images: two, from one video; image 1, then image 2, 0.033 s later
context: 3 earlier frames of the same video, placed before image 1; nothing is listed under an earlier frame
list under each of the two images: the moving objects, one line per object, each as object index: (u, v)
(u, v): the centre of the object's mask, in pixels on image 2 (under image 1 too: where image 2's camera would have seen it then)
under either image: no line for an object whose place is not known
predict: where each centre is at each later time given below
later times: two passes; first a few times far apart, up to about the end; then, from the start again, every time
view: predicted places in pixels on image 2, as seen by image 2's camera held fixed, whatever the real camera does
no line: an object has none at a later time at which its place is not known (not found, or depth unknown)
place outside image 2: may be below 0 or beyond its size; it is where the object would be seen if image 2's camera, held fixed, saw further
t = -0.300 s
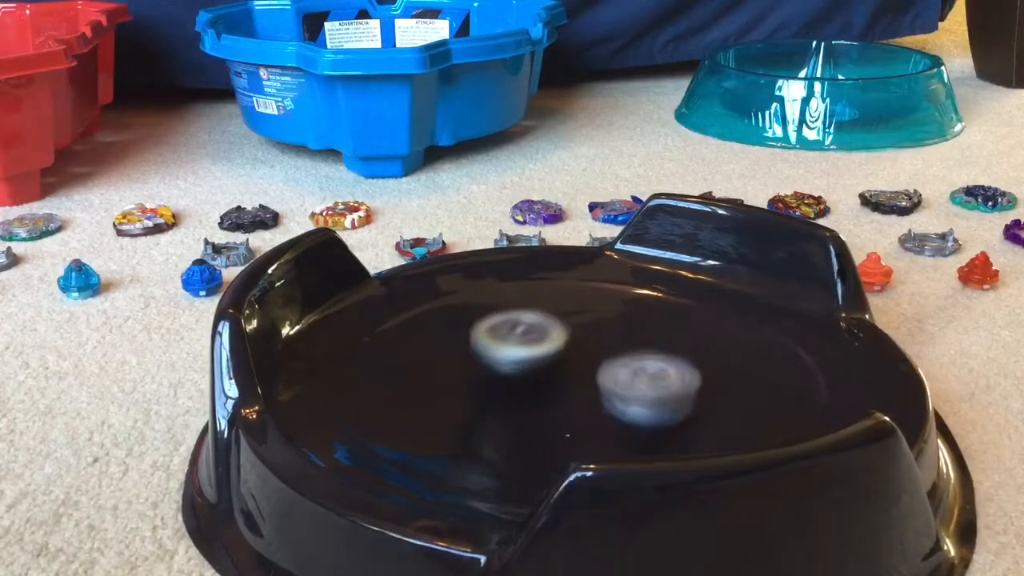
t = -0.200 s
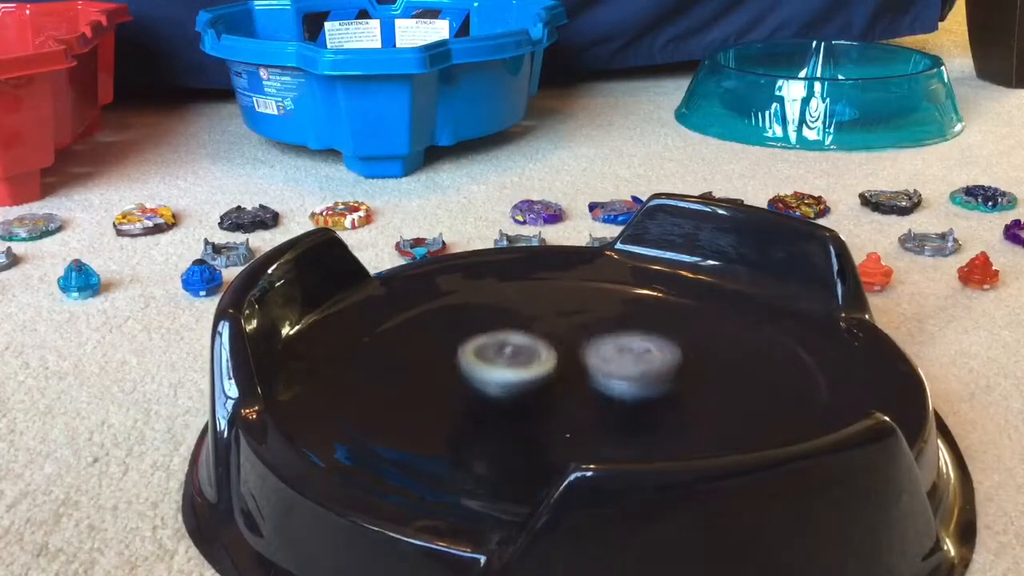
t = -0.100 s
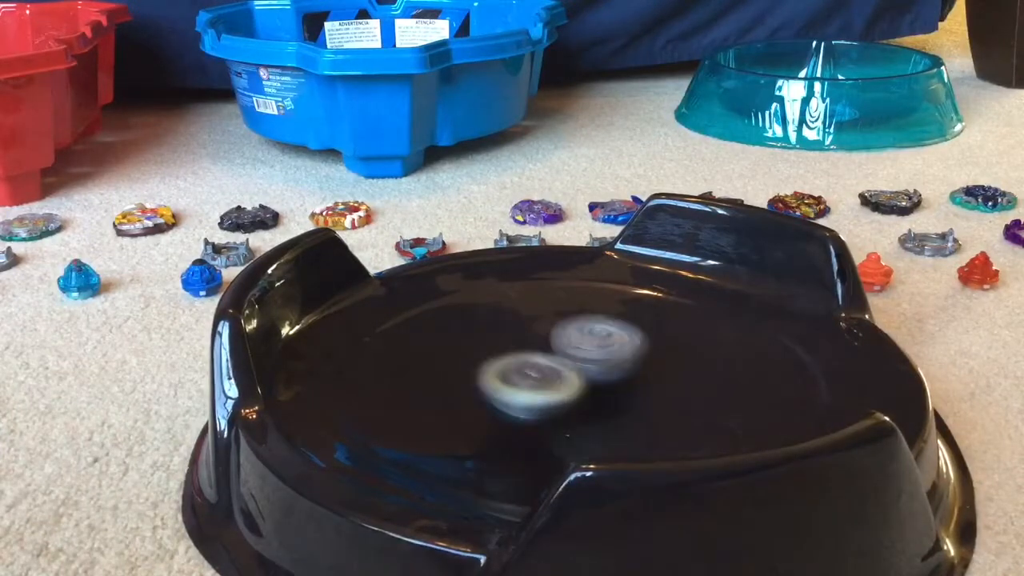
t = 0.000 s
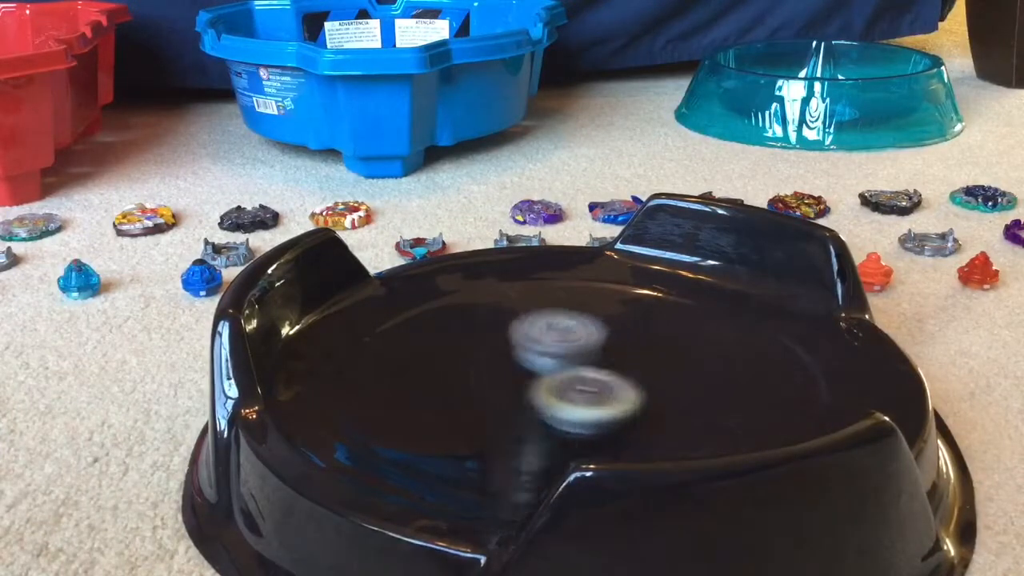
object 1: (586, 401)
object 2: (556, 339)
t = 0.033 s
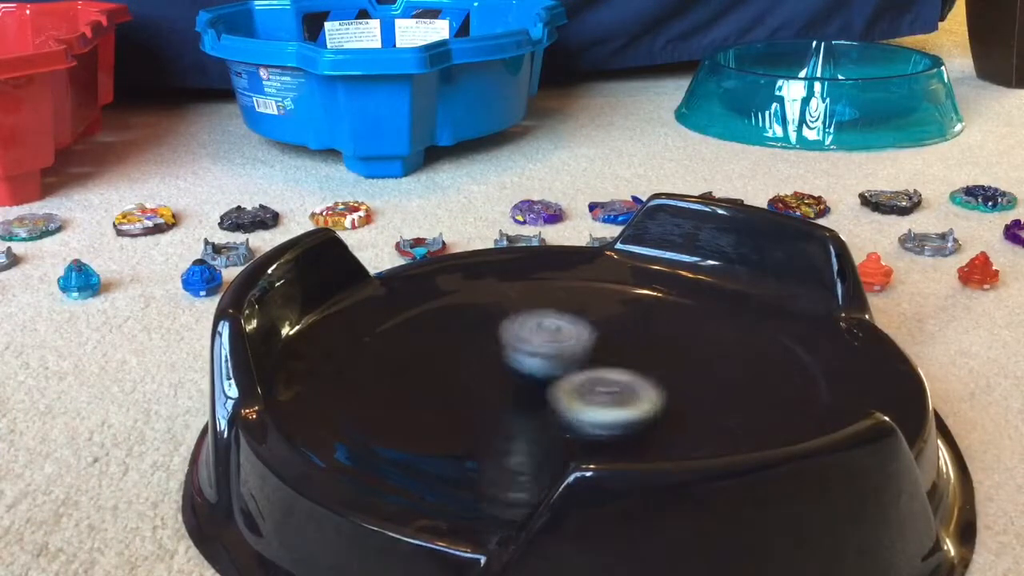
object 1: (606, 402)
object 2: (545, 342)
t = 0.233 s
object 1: (661, 366)
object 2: (502, 360)
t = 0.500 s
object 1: (586, 328)
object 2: (587, 394)
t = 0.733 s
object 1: (562, 351)
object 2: (659, 372)
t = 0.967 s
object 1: (538, 354)
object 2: (640, 339)
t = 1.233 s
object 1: (483, 377)
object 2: (694, 302)
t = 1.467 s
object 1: (587, 390)
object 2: (629, 342)
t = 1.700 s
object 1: (569, 404)
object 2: (638, 356)
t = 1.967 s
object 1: (572, 389)
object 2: (654, 340)
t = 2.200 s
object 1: (605, 394)
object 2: (605, 337)
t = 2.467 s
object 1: (573, 399)
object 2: (566, 335)
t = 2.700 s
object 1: (591, 397)
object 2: (558, 317)
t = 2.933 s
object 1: (605, 390)
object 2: (546, 300)
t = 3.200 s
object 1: (618, 384)
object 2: (568, 325)
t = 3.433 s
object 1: (605, 387)
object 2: (595, 334)
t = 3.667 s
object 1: (579, 389)
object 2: (626, 333)
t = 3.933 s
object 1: (577, 383)
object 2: (640, 330)
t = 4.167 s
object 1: (600, 385)
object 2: (636, 337)
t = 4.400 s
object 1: (588, 390)
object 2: (612, 336)
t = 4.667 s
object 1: (580, 388)
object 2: (587, 335)
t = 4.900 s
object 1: (594, 383)
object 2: (575, 332)
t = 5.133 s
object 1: (610, 386)
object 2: (570, 331)
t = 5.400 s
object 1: (605, 391)
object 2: (582, 336)
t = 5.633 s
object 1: (602, 390)
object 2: (595, 344)
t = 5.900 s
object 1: (591, 398)
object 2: (607, 341)
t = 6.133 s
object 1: (592, 395)
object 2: (606, 342)
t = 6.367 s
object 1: (600, 388)
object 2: (600, 336)
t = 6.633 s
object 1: (588, 390)
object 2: (620, 340)
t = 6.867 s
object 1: (590, 386)
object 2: (623, 340)
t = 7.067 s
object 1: (594, 385)
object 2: (610, 337)
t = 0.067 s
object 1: (625, 400)
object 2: (533, 343)
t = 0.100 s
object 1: (641, 395)
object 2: (521, 344)
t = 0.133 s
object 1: (654, 389)
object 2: (513, 347)
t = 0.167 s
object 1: (661, 381)
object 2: (507, 351)
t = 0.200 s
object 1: (663, 374)
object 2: (503, 355)
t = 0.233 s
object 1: (661, 366)
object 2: (502, 360)
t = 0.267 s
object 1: (655, 358)
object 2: (505, 365)
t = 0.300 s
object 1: (645, 351)
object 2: (512, 369)
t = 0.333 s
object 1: (633, 345)
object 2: (522, 375)
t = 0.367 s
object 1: (621, 340)
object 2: (534, 379)
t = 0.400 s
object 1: (610, 337)
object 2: (547, 383)
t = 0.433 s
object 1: (599, 333)
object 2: (561, 385)
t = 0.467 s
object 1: (591, 330)
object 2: (575, 390)
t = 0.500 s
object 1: (586, 328)
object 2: (587, 394)
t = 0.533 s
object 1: (581, 328)
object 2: (604, 396)
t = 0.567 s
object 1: (575, 329)
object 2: (619, 396)
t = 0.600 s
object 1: (571, 333)
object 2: (632, 394)
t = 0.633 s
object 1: (568, 337)
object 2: (643, 391)
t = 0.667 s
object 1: (565, 342)
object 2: (652, 385)
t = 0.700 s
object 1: (563, 346)
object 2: (658, 379)
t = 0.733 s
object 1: (562, 351)
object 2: (659, 372)
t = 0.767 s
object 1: (557, 354)
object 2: (661, 365)
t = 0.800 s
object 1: (549, 355)
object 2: (666, 359)
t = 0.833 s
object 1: (542, 355)
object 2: (665, 354)
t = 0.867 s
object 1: (538, 354)
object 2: (660, 349)
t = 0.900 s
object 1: (537, 353)
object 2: (653, 344)
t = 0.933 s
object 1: (541, 353)
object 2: (642, 341)
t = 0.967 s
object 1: (538, 354)
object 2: (640, 339)
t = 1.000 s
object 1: (514, 356)
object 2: (659, 333)
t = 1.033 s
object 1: (493, 357)
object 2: (675, 327)
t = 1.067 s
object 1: (478, 359)
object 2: (688, 321)
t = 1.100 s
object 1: (468, 362)
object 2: (695, 316)
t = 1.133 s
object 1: (463, 365)
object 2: (699, 311)
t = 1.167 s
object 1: (465, 368)
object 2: (700, 307)
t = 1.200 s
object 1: (472, 373)
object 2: (698, 304)
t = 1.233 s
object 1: (483, 377)
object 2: (694, 302)
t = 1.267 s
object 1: (497, 381)
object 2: (687, 302)
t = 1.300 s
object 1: (513, 385)
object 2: (677, 304)
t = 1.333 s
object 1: (529, 387)
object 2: (667, 309)
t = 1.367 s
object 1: (545, 388)
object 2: (656, 316)
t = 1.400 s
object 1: (561, 390)
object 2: (645, 326)
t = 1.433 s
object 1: (576, 390)
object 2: (635, 335)
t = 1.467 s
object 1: (587, 390)
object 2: (629, 342)
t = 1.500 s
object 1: (588, 394)
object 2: (628, 344)
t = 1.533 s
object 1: (583, 401)
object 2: (630, 346)
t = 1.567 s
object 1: (579, 406)
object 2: (631, 349)
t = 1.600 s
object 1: (575, 408)
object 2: (633, 351)
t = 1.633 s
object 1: (572, 408)
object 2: (634, 353)
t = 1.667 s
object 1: (569, 407)
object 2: (636, 355)
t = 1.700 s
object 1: (569, 404)
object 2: (638, 356)
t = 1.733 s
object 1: (571, 401)
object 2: (638, 358)
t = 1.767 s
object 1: (573, 396)
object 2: (639, 359)
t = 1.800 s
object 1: (571, 393)
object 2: (642, 358)
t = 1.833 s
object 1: (570, 391)
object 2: (645, 357)
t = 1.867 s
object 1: (567, 389)
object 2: (650, 354)
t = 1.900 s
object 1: (566, 389)
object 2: (654, 349)
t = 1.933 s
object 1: (568, 389)
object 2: (655, 344)
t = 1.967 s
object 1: (572, 389)
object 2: (654, 340)
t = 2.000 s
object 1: (577, 390)
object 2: (651, 337)
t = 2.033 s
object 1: (582, 391)
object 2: (645, 335)
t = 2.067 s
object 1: (588, 392)
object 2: (637, 335)
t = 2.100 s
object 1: (593, 393)
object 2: (629, 335)
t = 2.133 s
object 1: (598, 393)
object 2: (622, 336)
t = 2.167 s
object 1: (602, 393)
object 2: (614, 336)
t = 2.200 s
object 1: (605, 394)
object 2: (605, 337)
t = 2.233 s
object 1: (605, 394)
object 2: (596, 340)
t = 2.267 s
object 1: (602, 396)
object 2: (591, 340)
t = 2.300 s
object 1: (596, 401)
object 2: (586, 341)
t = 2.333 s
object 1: (590, 404)
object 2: (584, 341)
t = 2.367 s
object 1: (584, 405)
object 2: (582, 339)
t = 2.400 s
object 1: (579, 404)
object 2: (576, 337)
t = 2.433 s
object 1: (576, 401)
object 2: (571, 335)
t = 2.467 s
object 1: (573, 399)
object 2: (566, 335)
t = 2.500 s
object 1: (572, 395)
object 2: (562, 335)
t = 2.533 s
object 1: (572, 392)
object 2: (559, 334)
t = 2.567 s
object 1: (574, 387)
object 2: (556, 335)
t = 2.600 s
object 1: (578, 385)
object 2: (555, 334)
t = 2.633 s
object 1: (582, 389)
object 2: (556, 331)
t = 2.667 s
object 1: (586, 394)
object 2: (558, 327)
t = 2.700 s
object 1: (591, 397)
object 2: (558, 317)
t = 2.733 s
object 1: (595, 399)
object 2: (557, 311)
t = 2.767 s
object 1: (598, 400)
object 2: (554, 308)
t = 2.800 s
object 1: (600, 400)
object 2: (553, 304)
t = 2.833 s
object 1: (602, 398)
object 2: (550, 301)
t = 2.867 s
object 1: (603, 396)
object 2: (548, 298)
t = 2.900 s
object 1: (604, 393)
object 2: (546, 299)
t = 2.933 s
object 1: (605, 390)
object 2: (546, 300)
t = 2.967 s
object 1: (606, 387)
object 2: (546, 303)
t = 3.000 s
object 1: (607, 383)
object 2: (546, 309)
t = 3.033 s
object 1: (607, 380)
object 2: (550, 315)
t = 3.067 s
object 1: (607, 376)
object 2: (553, 321)
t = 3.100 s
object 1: (608, 374)
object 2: (557, 327)
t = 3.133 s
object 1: (613, 379)
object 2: (565, 328)
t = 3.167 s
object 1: (616, 381)
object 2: (565, 325)
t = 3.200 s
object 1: (618, 384)
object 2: (568, 325)
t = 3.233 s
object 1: (619, 386)
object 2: (572, 327)
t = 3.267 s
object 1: (618, 388)
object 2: (574, 326)
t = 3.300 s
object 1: (617, 388)
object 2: (575, 328)
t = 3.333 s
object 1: (615, 389)
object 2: (580, 331)
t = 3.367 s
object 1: (612, 389)
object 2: (581, 331)
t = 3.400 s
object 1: (610, 389)
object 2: (588, 336)
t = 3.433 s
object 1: (605, 387)
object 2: (595, 334)
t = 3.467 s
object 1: (600, 391)
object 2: (602, 335)
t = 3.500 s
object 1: (594, 393)
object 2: (609, 336)
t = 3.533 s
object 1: (590, 393)
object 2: (614, 333)
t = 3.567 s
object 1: (585, 394)
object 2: (618, 334)
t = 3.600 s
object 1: (582, 393)
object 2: (621, 333)
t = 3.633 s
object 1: (581, 391)
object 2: (623, 333)
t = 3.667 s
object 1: (579, 389)
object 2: (626, 333)
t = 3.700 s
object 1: (580, 387)
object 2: (626, 332)
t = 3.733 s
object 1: (581, 384)
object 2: (629, 334)
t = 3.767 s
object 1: (583, 381)
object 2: (629, 333)
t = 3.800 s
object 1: (582, 380)
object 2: (631, 335)
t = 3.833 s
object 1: (578, 381)
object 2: (635, 333)
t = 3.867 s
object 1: (576, 382)
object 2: (637, 332)
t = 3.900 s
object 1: (576, 383)
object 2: (641, 330)
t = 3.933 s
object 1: (577, 383)
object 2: (640, 330)
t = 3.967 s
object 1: (579, 383)
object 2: (641, 330)
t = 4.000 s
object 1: (582, 383)
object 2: (639, 331)
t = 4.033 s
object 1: (586, 384)
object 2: (641, 332)
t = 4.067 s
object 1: (590, 384)
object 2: (637, 333)
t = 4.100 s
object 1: (594, 383)
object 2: (639, 335)
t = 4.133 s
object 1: (598, 384)
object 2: (631, 335)
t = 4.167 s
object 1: (600, 385)
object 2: (636, 337)
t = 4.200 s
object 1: (597, 389)
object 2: (631, 335)
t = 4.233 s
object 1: (594, 391)
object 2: (632, 337)
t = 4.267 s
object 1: (592, 392)
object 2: (626, 335)
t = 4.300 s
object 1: (591, 393)
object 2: (627, 337)
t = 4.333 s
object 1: (590, 392)
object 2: (621, 335)
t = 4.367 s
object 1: (589, 391)
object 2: (621, 337)
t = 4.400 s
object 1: (588, 390)
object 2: (612, 336)
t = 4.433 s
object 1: (588, 388)
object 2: (613, 337)
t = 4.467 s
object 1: (588, 387)
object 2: (603, 336)
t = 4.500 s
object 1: (585, 386)
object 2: (606, 337)
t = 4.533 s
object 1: (583, 387)
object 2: (596, 336)
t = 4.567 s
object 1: (582, 386)
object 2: (599, 336)
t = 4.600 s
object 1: (581, 387)
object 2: (592, 335)
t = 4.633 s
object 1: (580, 387)
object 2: (592, 334)
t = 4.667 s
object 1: (580, 388)
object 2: (587, 335)
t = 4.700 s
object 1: (581, 386)
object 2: (585, 333)
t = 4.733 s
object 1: (582, 387)
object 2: (583, 335)
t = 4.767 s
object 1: (584, 384)
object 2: (579, 332)
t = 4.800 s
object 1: (586, 384)
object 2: (580, 335)
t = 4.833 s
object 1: (589, 383)
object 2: (576, 332)
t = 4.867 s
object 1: (591, 383)
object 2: (579, 334)
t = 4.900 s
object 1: (594, 383)
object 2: (575, 332)
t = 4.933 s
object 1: (597, 382)
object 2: (577, 333)
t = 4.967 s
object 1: (601, 384)
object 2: (574, 334)
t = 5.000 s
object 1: (604, 385)
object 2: (575, 331)
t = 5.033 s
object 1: (606, 386)
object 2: (574, 332)
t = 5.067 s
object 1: (608, 386)
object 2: (571, 330)
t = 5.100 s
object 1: (609, 387)
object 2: (574, 332)
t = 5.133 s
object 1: (610, 386)
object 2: (570, 331)
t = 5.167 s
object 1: (610, 385)
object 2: (572, 331)
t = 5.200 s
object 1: (610, 385)
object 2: (572, 335)
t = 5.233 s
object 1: (609, 383)
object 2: (569, 334)
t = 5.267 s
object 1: (609, 383)
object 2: (574, 339)
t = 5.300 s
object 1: (608, 385)
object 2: (574, 335)
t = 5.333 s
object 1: (606, 389)
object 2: (583, 336)
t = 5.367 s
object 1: (605, 391)
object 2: (586, 338)
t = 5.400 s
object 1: (605, 391)
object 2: (582, 336)
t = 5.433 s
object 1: (603, 391)
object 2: (580, 336)
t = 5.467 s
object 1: (602, 390)
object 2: (577, 341)
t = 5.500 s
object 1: (602, 389)
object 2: (575, 339)
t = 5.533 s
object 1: (600, 386)
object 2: (585, 337)
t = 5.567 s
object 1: (600, 386)
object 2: (580, 342)
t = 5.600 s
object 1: (602, 388)
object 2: (580, 342)
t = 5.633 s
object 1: (602, 390)
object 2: (595, 344)
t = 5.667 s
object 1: (601, 391)
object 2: (597, 344)
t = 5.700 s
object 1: (602, 390)
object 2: (599, 338)
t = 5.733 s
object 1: (601, 393)
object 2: (599, 339)
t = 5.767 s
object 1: (599, 397)
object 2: (595, 340)
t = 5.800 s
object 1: (597, 397)
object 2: (593, 336)
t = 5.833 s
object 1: (594, 397)
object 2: (601, 336)
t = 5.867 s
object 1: (592, 398)
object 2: (610, 341)
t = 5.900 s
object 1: (591, 398)
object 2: (607, 341)
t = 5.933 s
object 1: (591, 396)
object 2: (604, 340)
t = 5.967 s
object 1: (591, 393)
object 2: (605, 342)
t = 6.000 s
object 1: (593, 393)
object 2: (598, 347)
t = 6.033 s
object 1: (595, 391)
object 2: (593, 347)
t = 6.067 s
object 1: (592, 393)
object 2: (597, 344)
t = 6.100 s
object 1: (591, 394)
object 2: (605, 342)
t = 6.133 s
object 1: (592, 395)
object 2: (606, 342)
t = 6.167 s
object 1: (592, 395)
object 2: (606, 339)
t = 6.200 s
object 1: (592, 395)
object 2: (605, 337)
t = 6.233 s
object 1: (594, 393)
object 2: (604, 335)
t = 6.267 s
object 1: (596, 393)
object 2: (602, 335)
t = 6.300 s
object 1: (596, 392)
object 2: (600, 338)
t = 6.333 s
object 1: (598, 389)
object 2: (599, 337)
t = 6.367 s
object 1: (600, 388)
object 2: (600, 336)
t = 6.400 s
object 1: (601, 388)
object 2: (601, 335)
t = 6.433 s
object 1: (602, 388)
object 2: (601, 337)
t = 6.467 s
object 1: (601, 386)
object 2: (609, 336)
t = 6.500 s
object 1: (596, 389)
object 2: (615, 337)
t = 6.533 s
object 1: (593, 390)
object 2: (618, 337)
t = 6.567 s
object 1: (591, 391)
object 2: (620, 340)
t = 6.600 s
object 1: (589, 390)
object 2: (621, 340)
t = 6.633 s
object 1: (588, 390)
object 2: (620, 340)
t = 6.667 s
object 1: (588, 389)
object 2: (618, 340)
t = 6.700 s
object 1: (589, 388)
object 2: (617, 340)
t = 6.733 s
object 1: (590, 387)
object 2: (616, 339)
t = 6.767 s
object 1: (592, 386)
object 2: (615, 339)
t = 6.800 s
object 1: (592, 385)
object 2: (617, 339)
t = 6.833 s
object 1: (592, 385)
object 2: (620, 339)
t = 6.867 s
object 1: (590, 386)
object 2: (623, 340)
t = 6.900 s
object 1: (590, 386)
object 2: (623, 339)
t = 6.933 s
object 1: (589, 386)
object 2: (622, 340)
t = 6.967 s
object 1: (590, 386)
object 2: (619, 340)
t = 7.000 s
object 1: (592, 384)
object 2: (617, 339)
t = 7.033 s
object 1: (594, 384)
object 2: (614, 338)
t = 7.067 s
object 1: (594, 385)
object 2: (610, 337)
